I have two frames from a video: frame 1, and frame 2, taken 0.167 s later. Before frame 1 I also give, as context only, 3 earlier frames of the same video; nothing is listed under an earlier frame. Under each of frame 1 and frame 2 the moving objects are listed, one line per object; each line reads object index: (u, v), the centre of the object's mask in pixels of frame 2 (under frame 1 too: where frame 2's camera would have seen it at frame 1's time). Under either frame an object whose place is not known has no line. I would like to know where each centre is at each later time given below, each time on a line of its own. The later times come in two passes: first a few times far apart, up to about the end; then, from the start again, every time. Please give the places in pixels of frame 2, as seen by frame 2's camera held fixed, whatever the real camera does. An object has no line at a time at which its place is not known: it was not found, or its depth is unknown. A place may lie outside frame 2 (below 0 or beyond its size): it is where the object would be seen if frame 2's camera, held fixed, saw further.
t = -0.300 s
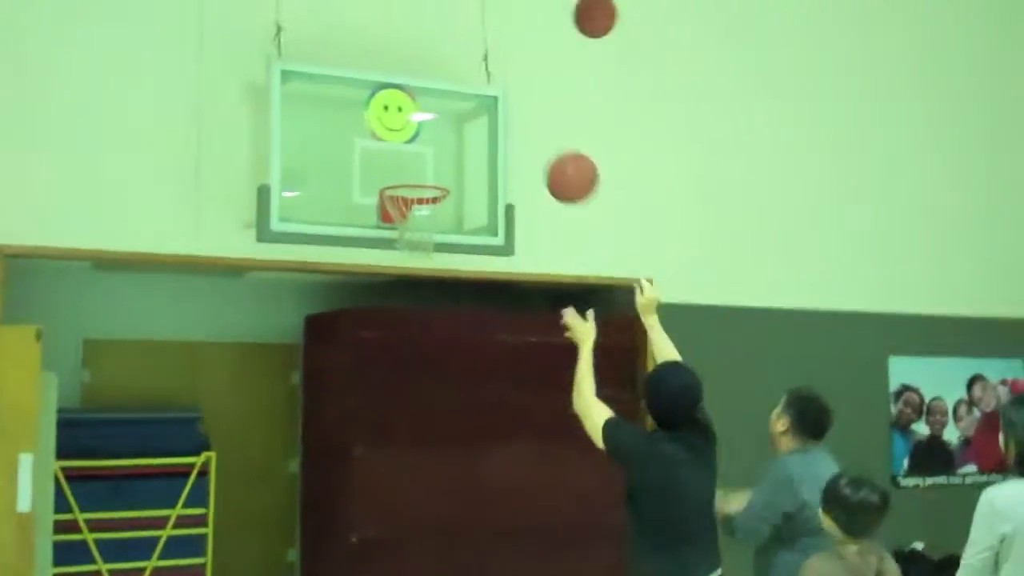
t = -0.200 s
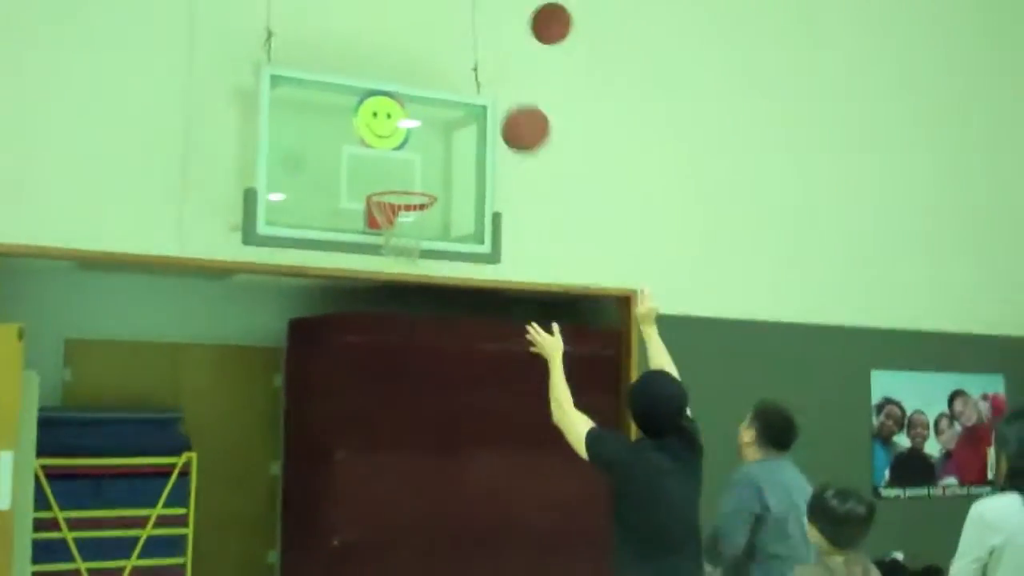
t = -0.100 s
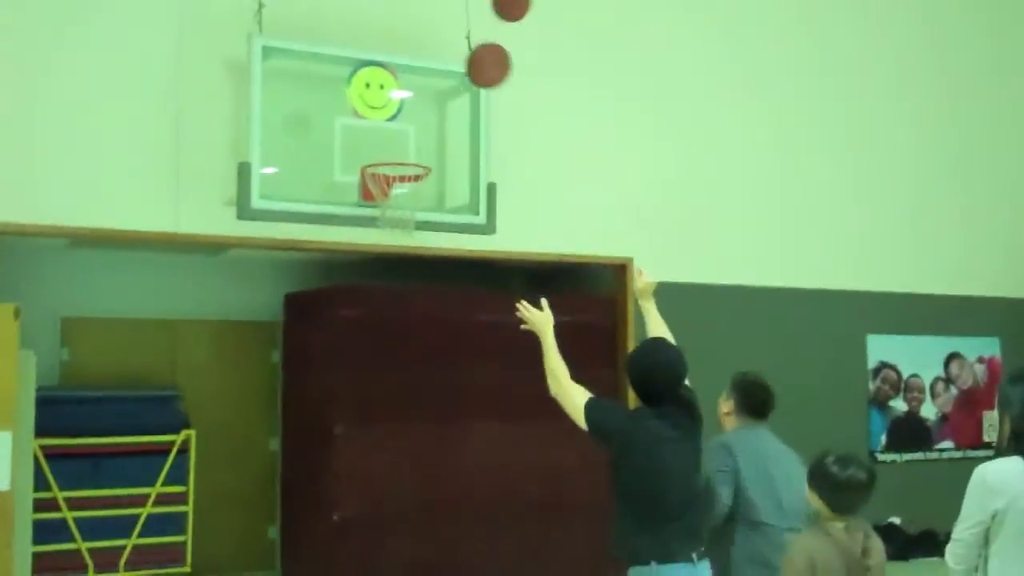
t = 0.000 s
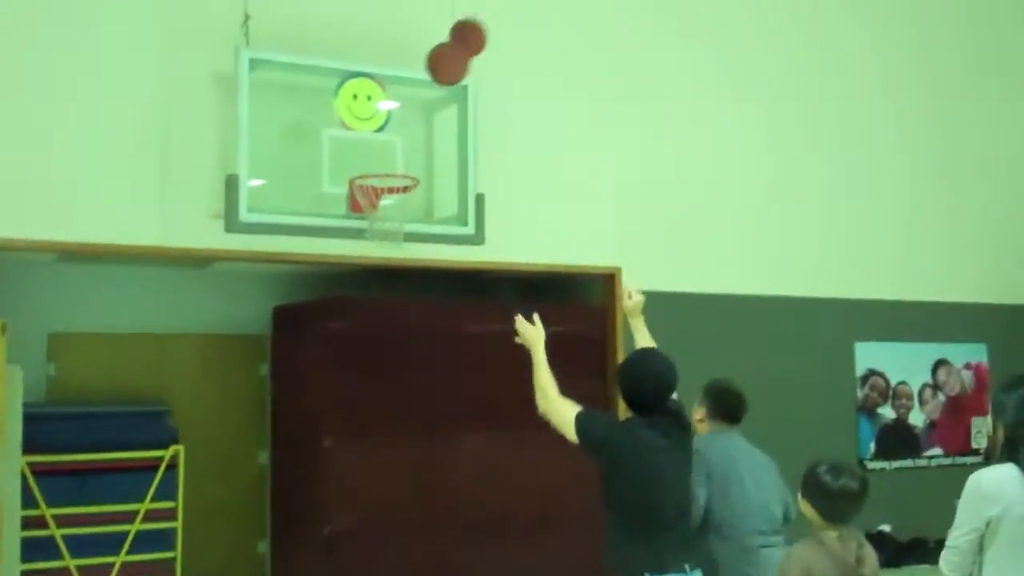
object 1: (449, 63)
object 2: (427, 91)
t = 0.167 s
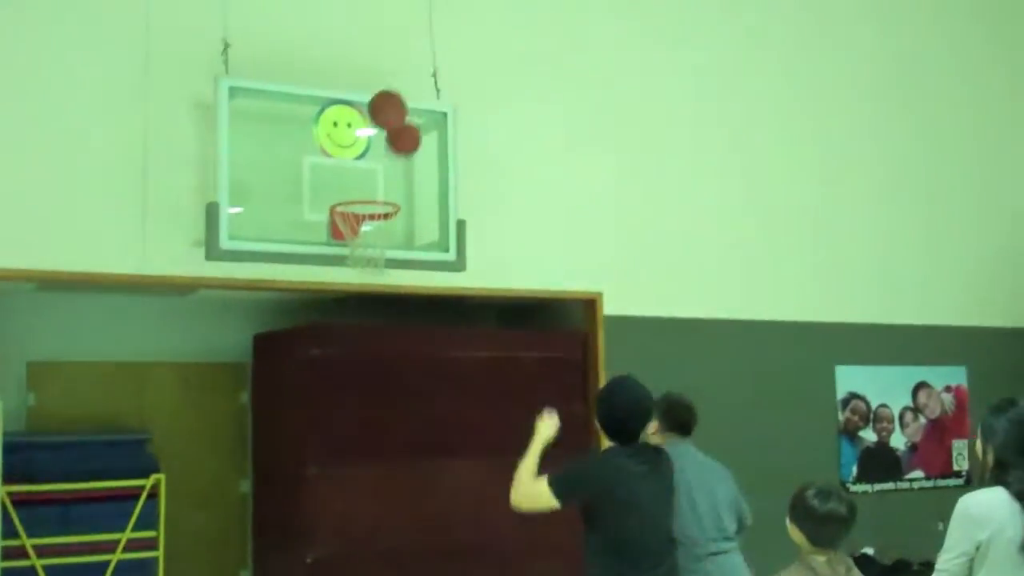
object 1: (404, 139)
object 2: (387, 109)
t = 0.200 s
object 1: (395, 157)
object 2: (380, 119)
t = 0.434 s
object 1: (361, 225)
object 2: (333, 173)
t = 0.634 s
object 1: (360, 263)
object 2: (288, 147)
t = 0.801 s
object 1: (368, 316)
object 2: (251, 171)
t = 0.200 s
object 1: (395, 157)
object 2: (380, 119)
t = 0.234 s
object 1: (387, 177)
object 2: (373, 129)
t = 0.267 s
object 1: (380, 192)
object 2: (366, 141)
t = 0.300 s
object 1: (375, 198)
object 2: (360, 154)
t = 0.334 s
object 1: (370, 208)
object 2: (353, 168)
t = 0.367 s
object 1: (364, 217)
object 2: (347, 183)
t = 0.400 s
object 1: (363, 220)
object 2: (341, 183)
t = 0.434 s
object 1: (361, 225)
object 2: (333, 173)
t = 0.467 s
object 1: (359, 229)
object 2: (326, 165)
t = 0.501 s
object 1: (359, 238)
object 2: (318, 158)
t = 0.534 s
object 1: (358, 246)
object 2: (311, 153)
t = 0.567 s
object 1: (358, 253)
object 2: (304, 150)
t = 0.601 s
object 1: (359, 256)
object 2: (296, 147)
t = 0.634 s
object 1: (360, 263)
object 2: (288, 147)
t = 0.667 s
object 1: (362, 271)
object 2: (281, 149)
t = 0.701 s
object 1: (363, 279)
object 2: (273, 152)
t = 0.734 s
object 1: (365, 291)
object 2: (266, 157)
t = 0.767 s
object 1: (367, 303)
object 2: (259, 163)
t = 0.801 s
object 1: (368, 316)
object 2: (251, 171)
